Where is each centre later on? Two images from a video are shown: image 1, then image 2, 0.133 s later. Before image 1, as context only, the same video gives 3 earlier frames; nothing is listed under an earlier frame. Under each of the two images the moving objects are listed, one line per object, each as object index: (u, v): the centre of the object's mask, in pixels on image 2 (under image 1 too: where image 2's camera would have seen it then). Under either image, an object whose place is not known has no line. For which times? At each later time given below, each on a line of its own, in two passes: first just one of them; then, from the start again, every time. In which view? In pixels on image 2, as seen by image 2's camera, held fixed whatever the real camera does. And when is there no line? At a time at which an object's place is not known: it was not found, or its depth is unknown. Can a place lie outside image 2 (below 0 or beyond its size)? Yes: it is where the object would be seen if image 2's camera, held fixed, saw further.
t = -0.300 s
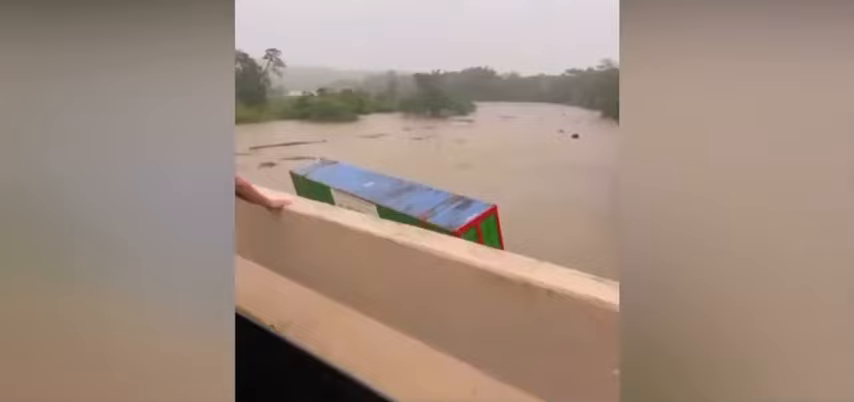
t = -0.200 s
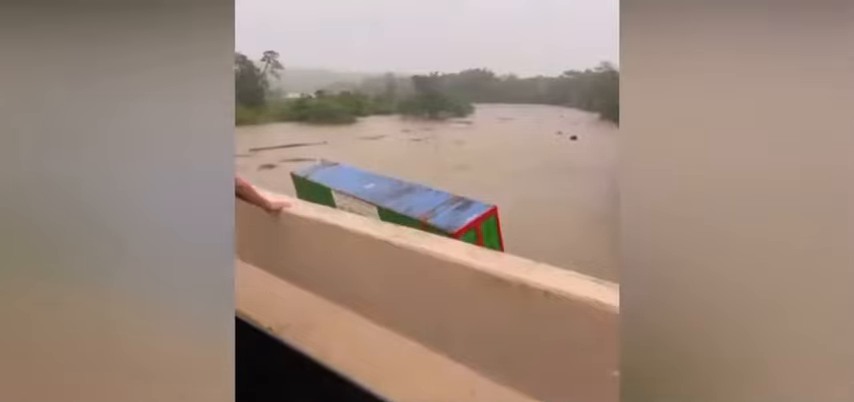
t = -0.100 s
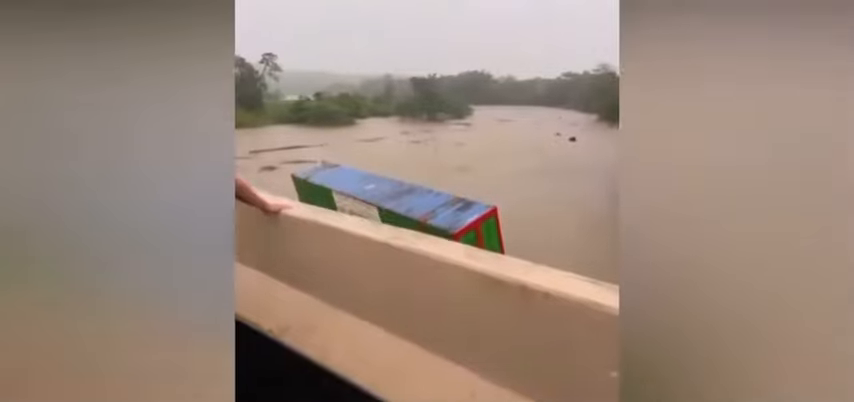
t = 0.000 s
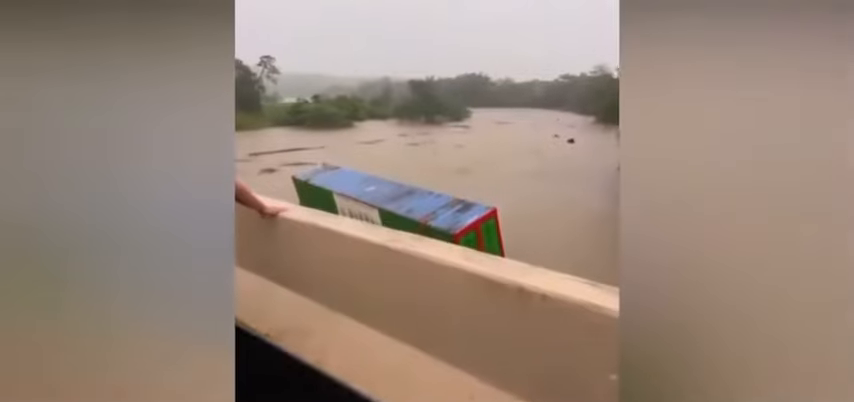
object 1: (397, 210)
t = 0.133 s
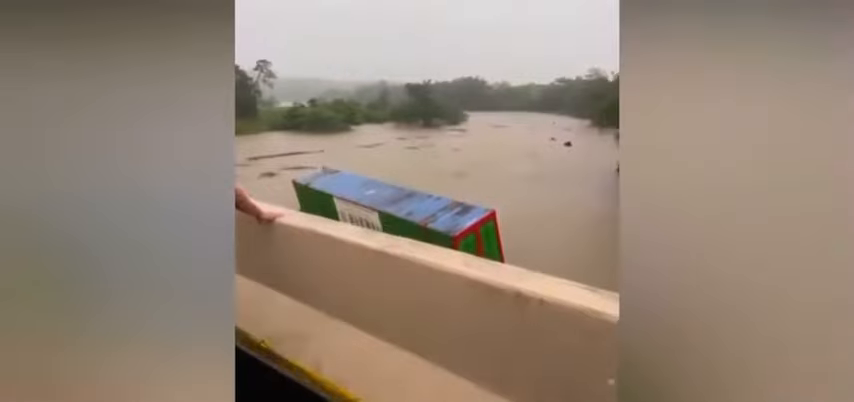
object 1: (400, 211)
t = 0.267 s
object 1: (403, 212)
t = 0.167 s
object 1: (400, 212)
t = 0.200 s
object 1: (402, 212)
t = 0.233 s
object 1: (402, 212)
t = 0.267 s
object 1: (403, 212)
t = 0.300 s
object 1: (403, 213)
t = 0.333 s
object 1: (405, 213)
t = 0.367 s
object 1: (404, 214)
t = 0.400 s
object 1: (405, 214)
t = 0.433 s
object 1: (406, 214)
